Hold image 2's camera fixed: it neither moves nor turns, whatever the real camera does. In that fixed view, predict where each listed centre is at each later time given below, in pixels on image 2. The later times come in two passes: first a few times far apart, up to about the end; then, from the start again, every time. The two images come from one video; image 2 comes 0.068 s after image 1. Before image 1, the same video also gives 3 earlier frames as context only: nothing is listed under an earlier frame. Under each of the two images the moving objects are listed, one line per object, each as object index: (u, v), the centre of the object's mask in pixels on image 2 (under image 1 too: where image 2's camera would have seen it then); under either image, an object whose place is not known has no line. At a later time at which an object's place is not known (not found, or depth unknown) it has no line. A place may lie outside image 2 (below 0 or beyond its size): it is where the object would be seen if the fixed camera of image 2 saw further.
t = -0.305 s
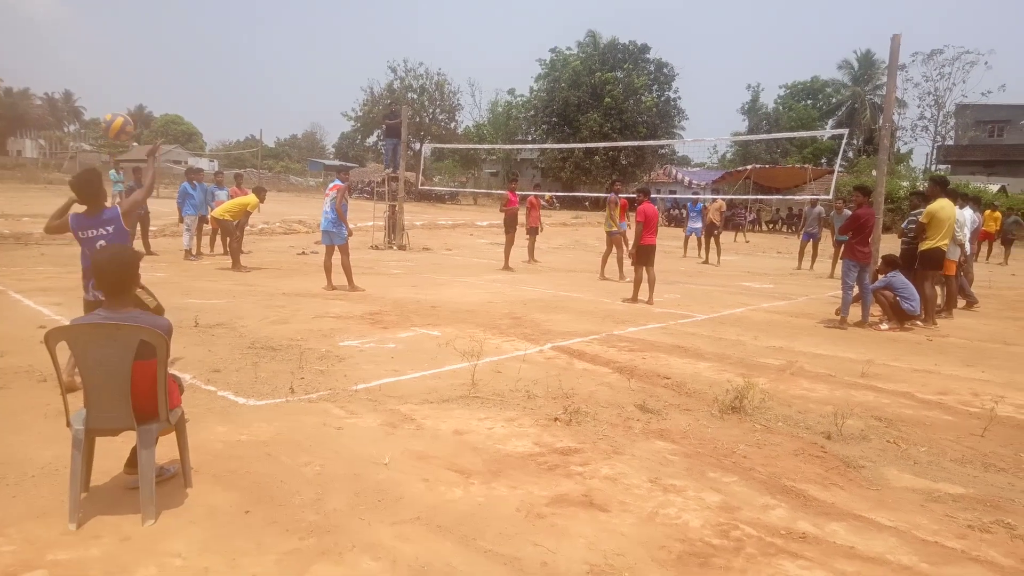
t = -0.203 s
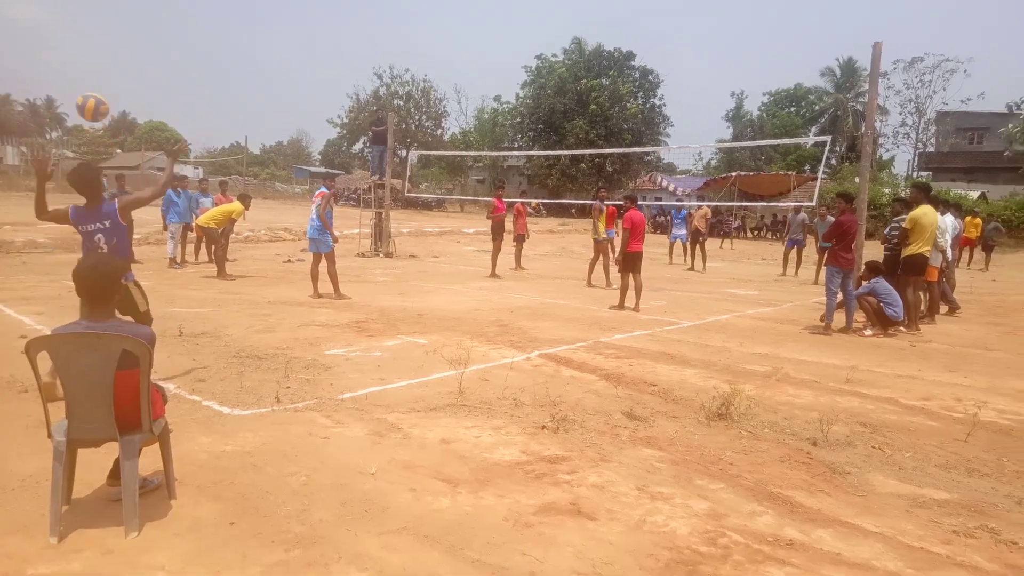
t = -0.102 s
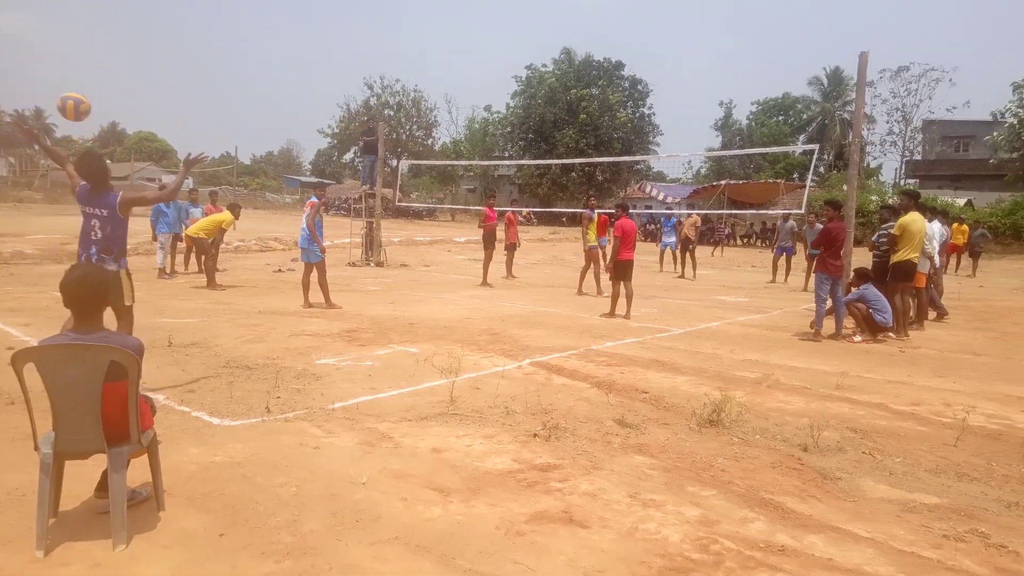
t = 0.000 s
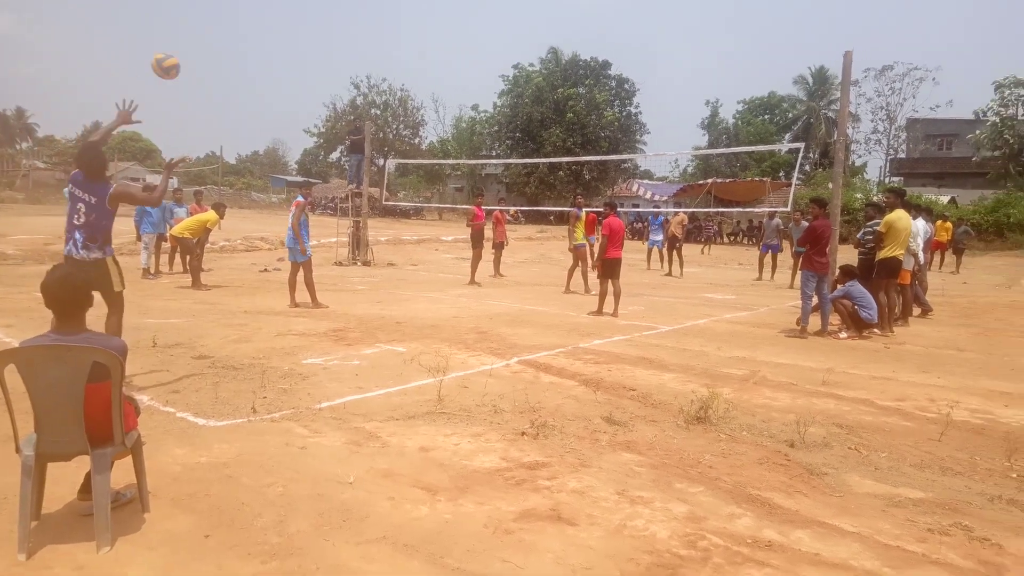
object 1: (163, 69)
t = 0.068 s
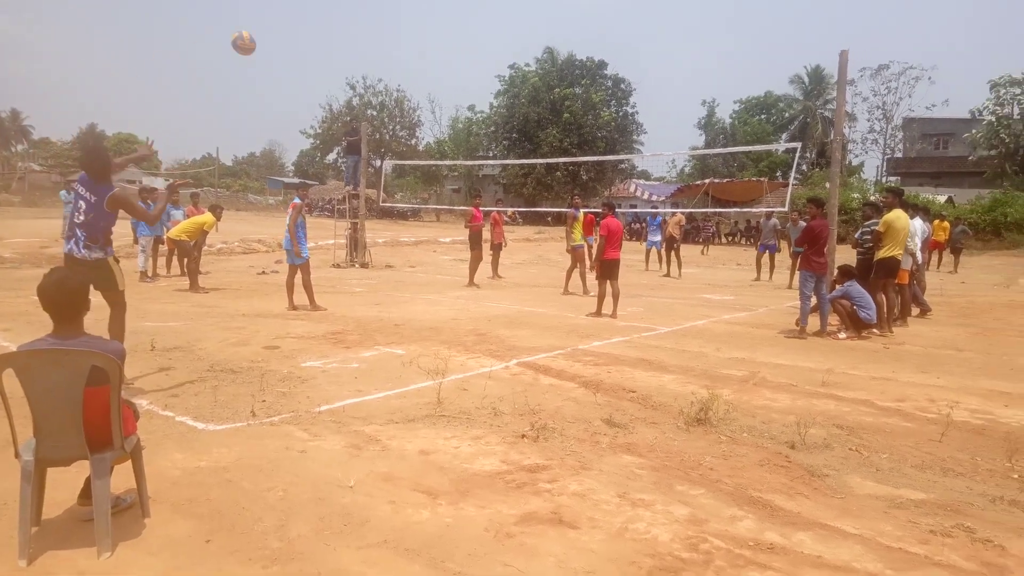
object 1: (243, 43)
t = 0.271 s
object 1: (422, 19)
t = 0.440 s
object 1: (509, 31)
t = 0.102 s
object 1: (278, 32)
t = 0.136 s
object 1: (312, 25)
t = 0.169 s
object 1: (344, 20)
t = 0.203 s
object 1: (373, 16)
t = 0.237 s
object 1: (398, 16)
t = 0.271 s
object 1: (422, 19)
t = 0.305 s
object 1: (443, 19)
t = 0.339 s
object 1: (460, 21)
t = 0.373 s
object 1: (477, 24)
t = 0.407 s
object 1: (493, 27)
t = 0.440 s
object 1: (509, 31)
